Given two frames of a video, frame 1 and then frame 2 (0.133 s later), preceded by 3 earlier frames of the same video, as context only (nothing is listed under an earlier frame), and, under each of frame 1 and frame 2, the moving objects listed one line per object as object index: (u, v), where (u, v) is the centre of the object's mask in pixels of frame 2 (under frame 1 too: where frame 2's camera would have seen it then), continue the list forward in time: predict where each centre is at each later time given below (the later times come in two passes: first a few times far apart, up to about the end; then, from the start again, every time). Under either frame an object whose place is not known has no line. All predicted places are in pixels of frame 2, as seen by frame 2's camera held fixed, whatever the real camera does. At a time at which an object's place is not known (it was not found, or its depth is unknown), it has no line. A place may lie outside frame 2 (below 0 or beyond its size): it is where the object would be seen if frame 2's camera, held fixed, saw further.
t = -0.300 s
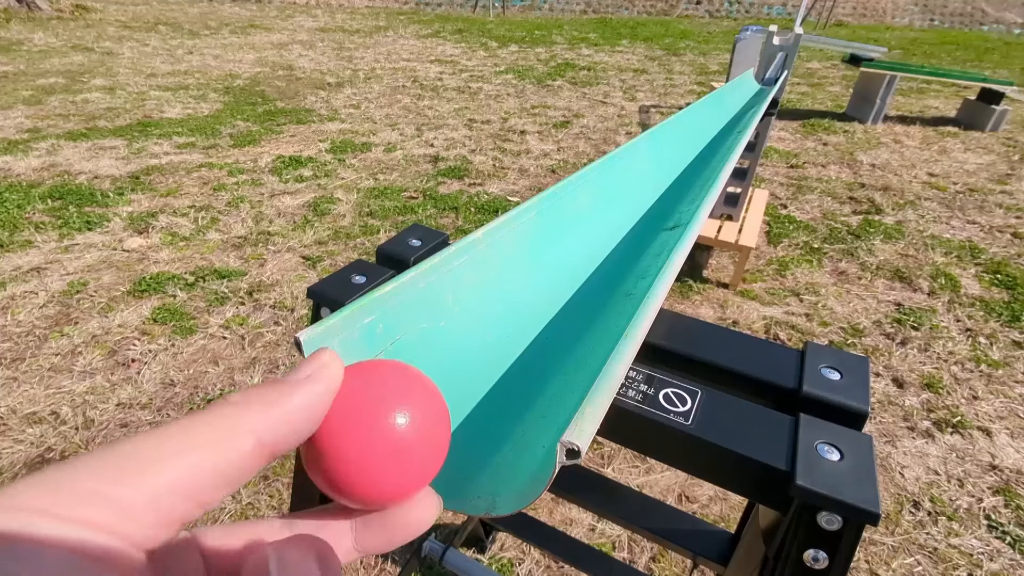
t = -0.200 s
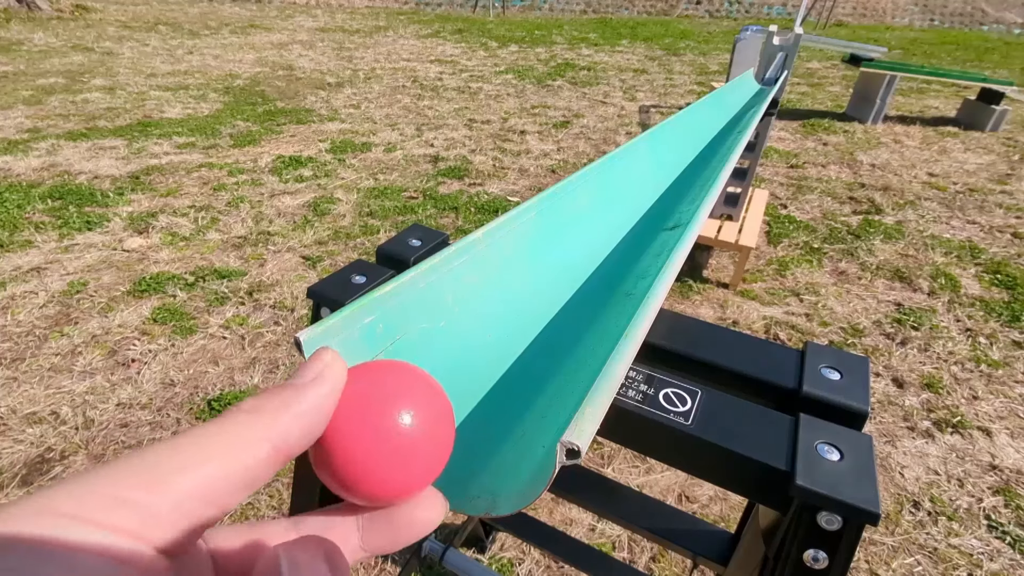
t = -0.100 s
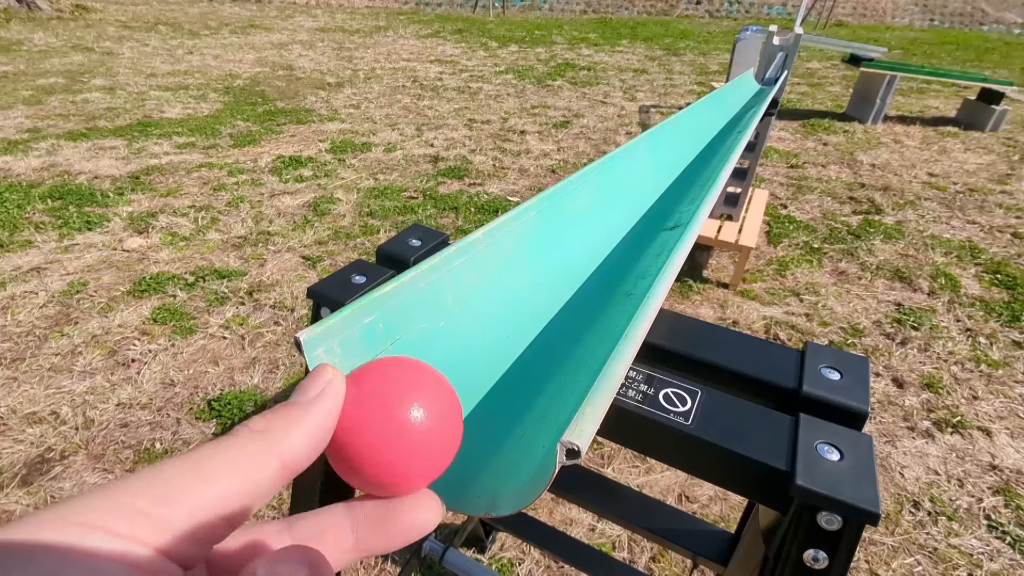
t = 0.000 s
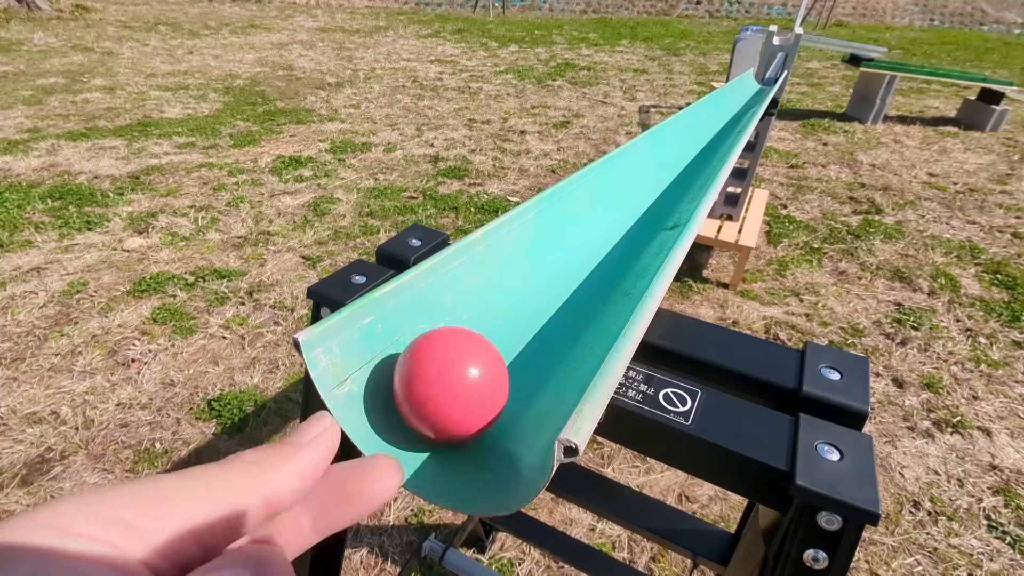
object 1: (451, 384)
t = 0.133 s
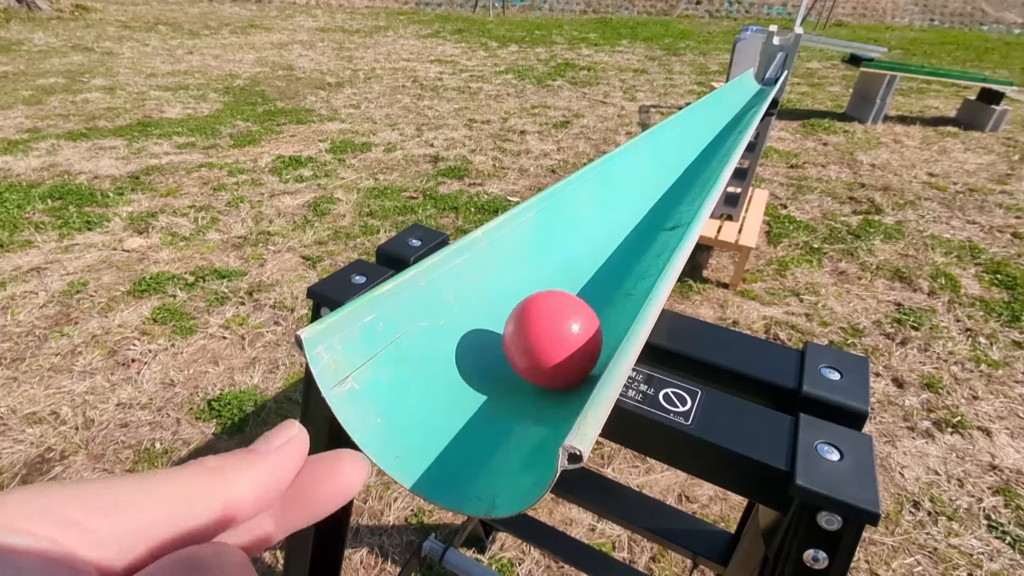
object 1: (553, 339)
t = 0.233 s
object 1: (567, 301)
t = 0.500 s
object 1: (637, 231)
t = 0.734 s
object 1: (651, 185)
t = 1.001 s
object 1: (695, 159)
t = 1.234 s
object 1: (712, 139)
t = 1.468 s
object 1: (719, 122)
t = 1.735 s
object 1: (741, 111)
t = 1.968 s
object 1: (744, 102)
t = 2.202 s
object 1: (750, 93)
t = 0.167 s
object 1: (562, 327)
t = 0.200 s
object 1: (566, 315)
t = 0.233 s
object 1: (567, 301)
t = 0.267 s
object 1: (567, 287)
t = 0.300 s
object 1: (568, 273)
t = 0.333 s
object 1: (573, 261)
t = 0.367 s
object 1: (581, 252)
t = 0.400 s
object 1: (593, 246)
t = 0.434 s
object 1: (607, 242)
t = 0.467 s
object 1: (623, 236)
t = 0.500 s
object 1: (637, 231)
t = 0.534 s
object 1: (647, 223)
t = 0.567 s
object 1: (652, 217)
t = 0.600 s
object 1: (653, 212)
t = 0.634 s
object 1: (651, 205)
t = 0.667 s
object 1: (649, 198)
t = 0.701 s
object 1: (648, 191)
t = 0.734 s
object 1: (651, 185)
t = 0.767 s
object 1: (656, 181)
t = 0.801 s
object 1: (664, 177)
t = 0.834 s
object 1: (673, 176)
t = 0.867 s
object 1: (683, 172)
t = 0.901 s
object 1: (691, 169)
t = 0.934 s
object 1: (696, 165)
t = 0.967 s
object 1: (697, 161)
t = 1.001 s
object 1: (695, 159)
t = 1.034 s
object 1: (693, 155)
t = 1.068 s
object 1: (691, 150)
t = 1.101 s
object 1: (692, 146)
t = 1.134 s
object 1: (695, 143)
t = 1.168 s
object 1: (699, 142)
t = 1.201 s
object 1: (705, 140)
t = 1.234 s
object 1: (712, 139)
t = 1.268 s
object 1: (718, 136)
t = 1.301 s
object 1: (722, 134)
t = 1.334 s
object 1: (723, 132)
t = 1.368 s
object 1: (723, 129)
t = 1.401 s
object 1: (721, 127)
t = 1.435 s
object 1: (720, 125)
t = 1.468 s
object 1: (719, 122)
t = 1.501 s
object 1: (720, 120)
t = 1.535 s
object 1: (723, 118)
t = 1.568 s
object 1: (726, 118)
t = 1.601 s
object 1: (731, 117)
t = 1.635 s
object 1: (736, 115)
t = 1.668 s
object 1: (739, 114)
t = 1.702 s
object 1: (741, 112)
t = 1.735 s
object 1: (741, 111)
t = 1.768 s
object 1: (739, 109)
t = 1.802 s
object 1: (738, 108)
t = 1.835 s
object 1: (737, 106)
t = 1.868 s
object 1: (737, 104)
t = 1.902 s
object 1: (738, 103)
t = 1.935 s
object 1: (741, 102)
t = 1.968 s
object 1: (744, 102)
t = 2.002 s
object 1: (748, 101)
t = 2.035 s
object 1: (751, 99)
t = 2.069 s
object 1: (753, 98)
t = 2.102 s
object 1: (753, 97)
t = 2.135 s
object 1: (752, 96)
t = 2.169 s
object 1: (751, 95)
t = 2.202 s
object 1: (750, 93)
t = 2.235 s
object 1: (750, 92)
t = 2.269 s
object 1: (751, 91)
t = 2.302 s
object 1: (753, 90)
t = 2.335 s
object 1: (754, 90)
